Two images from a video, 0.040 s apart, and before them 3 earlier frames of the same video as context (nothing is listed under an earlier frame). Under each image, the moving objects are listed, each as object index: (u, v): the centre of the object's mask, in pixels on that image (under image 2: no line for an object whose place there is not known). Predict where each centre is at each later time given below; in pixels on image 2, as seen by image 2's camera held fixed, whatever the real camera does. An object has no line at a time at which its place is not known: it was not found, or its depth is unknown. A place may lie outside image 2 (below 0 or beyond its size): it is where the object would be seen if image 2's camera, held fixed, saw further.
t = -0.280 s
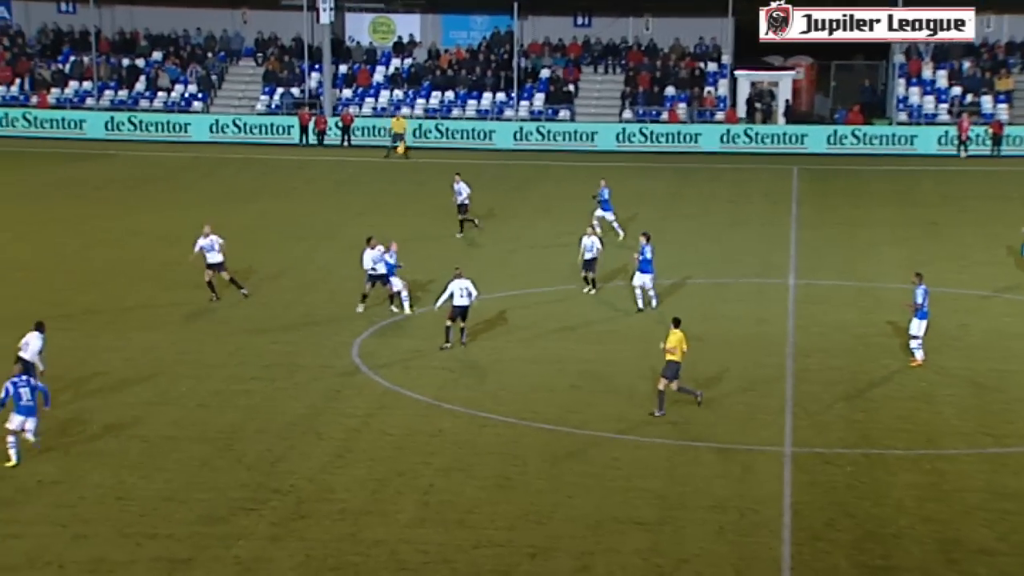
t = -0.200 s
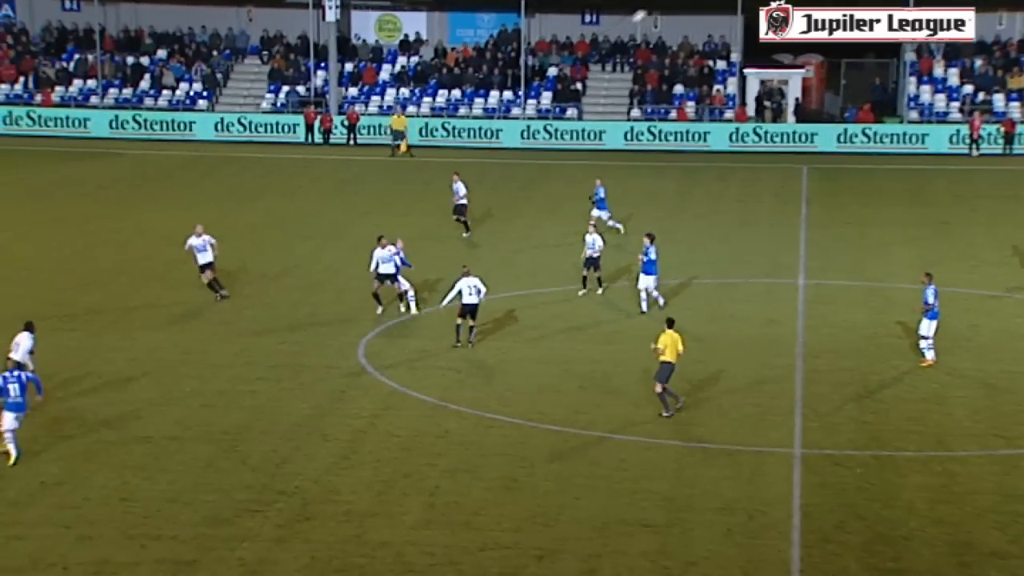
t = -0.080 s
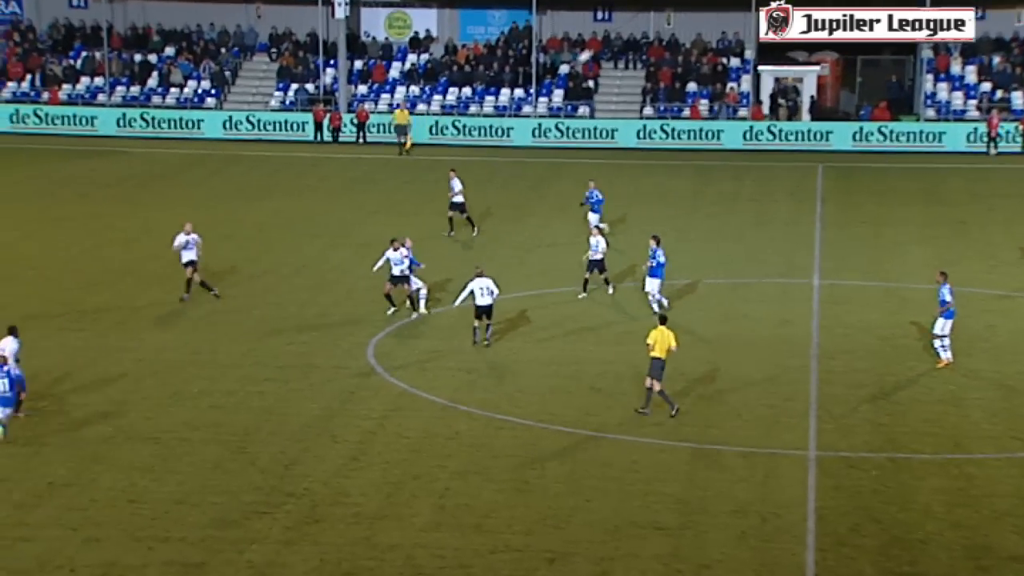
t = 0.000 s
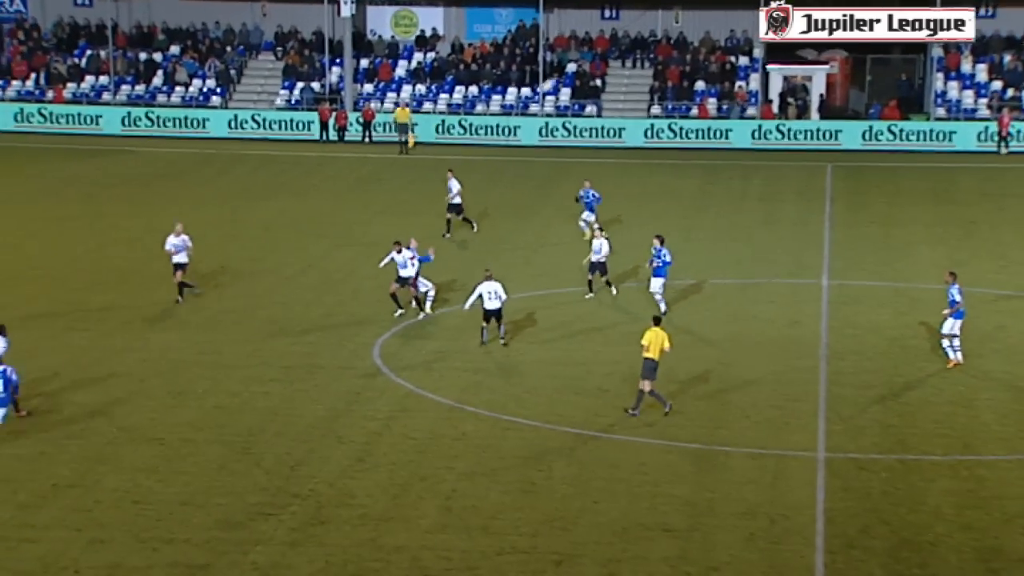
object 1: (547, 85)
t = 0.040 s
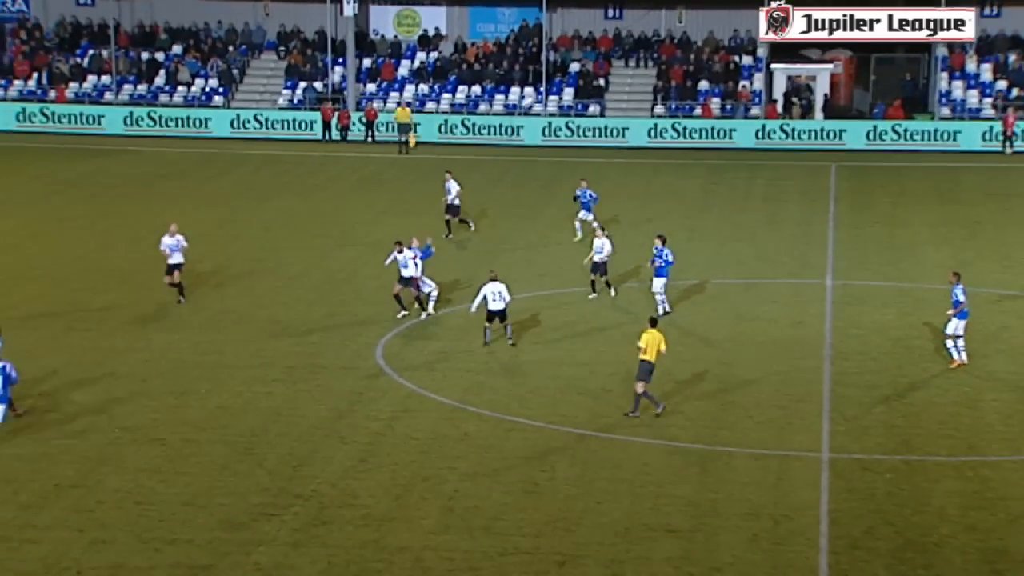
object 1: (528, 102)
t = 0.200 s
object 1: (441, 168)
